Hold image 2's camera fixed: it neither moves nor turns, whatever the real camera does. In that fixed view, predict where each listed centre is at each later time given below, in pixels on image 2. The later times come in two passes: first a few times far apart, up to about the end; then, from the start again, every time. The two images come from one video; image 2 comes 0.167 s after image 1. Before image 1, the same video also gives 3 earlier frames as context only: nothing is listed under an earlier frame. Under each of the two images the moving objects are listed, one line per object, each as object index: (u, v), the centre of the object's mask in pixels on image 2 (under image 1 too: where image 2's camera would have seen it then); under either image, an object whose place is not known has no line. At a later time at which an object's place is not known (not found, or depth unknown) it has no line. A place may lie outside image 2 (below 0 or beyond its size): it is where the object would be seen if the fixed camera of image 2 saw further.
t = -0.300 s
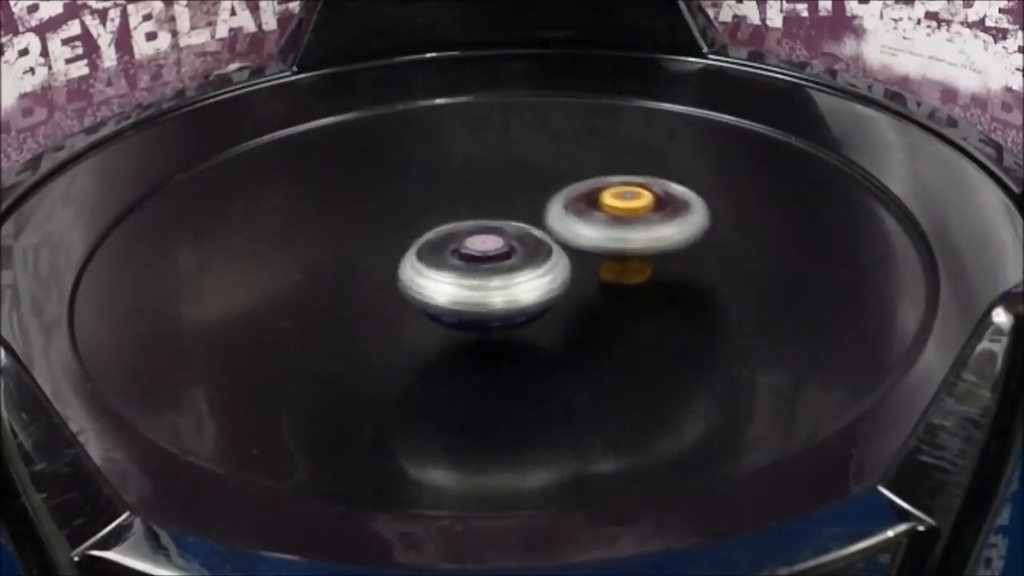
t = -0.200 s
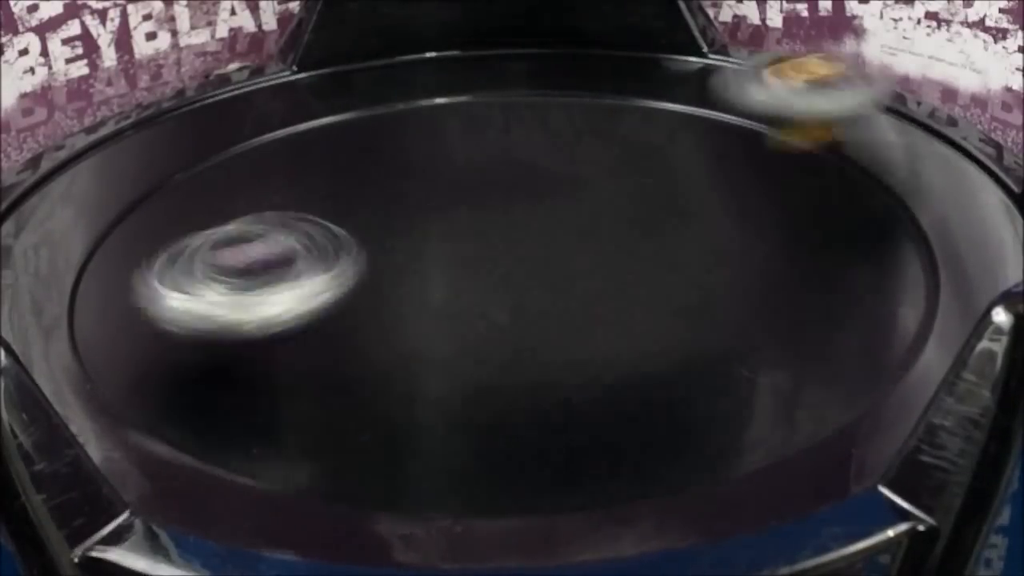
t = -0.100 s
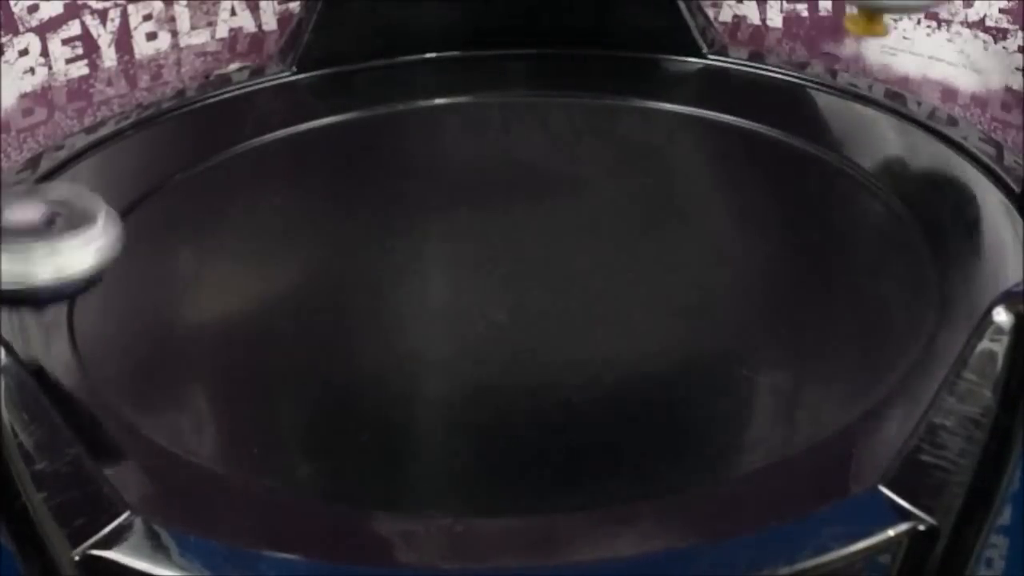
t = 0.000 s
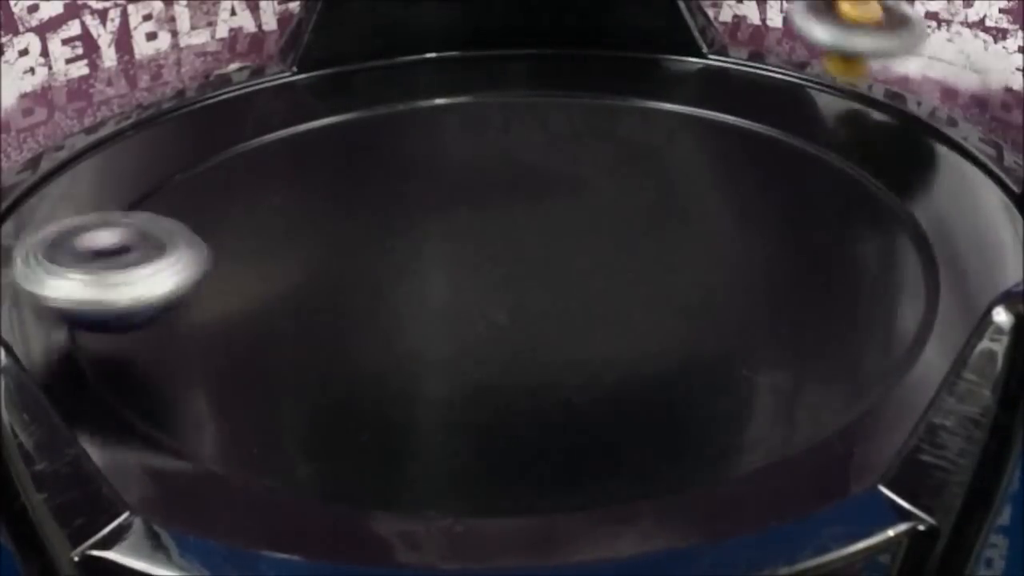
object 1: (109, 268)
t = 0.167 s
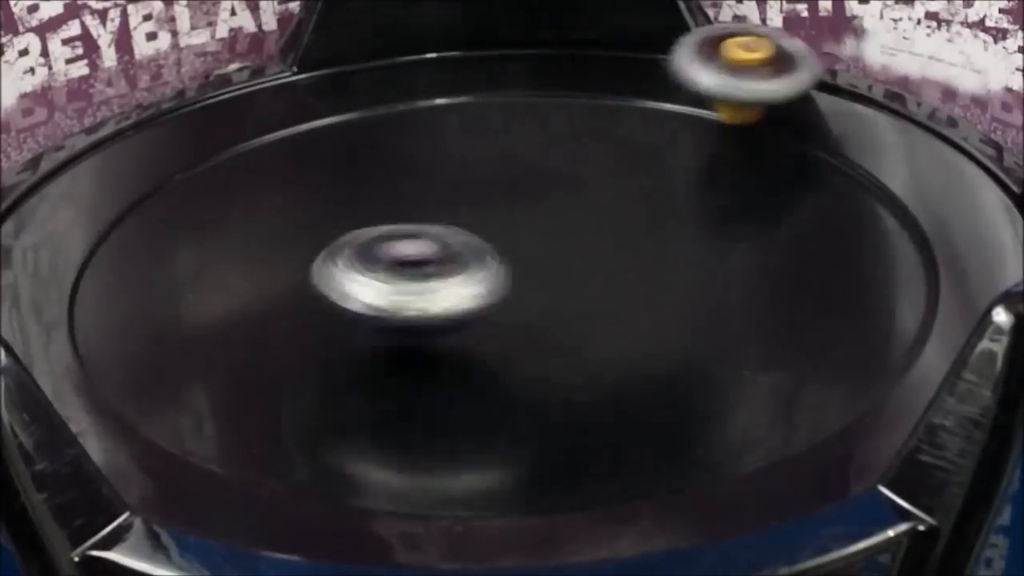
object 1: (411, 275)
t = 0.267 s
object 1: (560, 248)
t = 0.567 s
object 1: (590, 175)
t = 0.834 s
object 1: (440, 172)
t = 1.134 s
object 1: (424, 238)
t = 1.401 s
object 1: (229, 237)
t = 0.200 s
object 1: (468, 269)
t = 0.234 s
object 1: (518, 258)
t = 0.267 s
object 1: (560, 248)
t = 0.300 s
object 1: (593, 235)
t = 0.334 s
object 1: (619, 225)
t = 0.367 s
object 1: (636, 214)
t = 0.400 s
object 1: (642, 205)
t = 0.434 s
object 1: (643, 198)
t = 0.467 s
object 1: (636, 191)
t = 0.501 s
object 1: (624, 186)
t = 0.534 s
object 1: (608, 181)
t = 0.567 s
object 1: (590, 175)
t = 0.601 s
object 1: (570, 173)
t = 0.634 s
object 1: (551, 167)
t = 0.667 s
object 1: (531, 165)
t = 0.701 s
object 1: (512, 162)
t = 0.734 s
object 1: (492, 163)
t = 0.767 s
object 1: (474, 165)
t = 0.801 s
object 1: (457, 167)
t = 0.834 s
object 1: (440, 172)
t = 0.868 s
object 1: (427, 177)
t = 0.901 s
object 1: (415, 184)
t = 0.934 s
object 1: (407, 192)
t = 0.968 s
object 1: (402, 200)
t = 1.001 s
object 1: (400, 209)
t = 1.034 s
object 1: (402, 216)
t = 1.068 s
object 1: (406, 224)
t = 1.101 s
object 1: (414, 231)
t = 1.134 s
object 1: (424, 238)
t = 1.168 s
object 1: (438, 244)
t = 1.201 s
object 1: (453, 249)
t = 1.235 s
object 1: (469, 252)
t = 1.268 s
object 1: (487, 254)
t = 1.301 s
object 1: (448, 254)
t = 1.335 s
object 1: (363, 250)
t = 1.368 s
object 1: (291, 245)
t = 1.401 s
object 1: (229, 237)
